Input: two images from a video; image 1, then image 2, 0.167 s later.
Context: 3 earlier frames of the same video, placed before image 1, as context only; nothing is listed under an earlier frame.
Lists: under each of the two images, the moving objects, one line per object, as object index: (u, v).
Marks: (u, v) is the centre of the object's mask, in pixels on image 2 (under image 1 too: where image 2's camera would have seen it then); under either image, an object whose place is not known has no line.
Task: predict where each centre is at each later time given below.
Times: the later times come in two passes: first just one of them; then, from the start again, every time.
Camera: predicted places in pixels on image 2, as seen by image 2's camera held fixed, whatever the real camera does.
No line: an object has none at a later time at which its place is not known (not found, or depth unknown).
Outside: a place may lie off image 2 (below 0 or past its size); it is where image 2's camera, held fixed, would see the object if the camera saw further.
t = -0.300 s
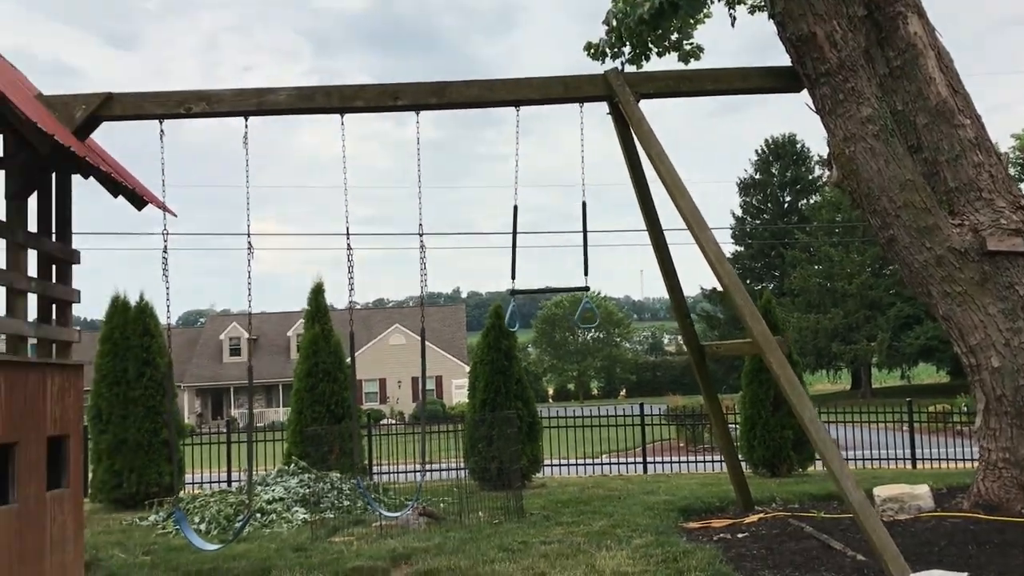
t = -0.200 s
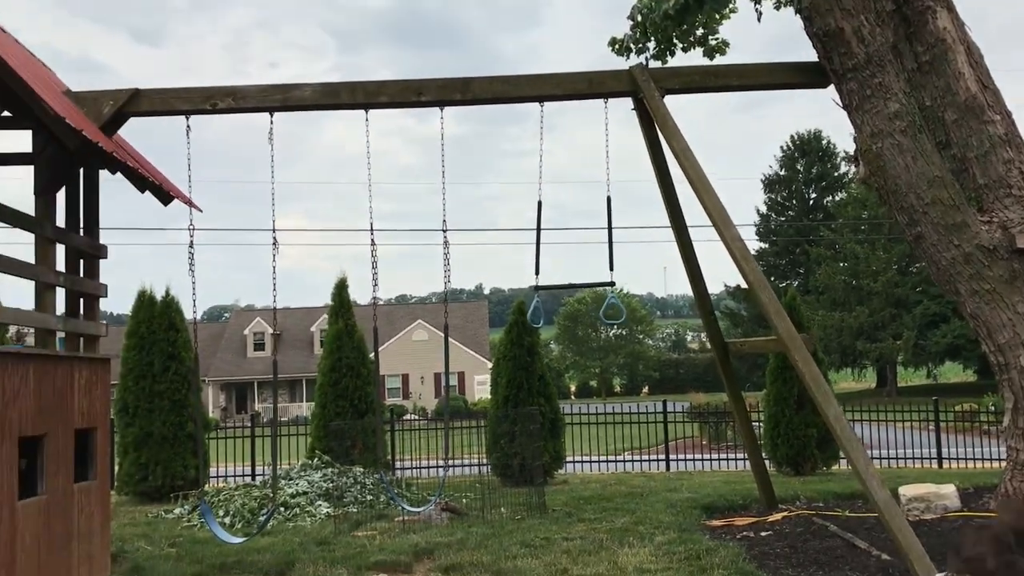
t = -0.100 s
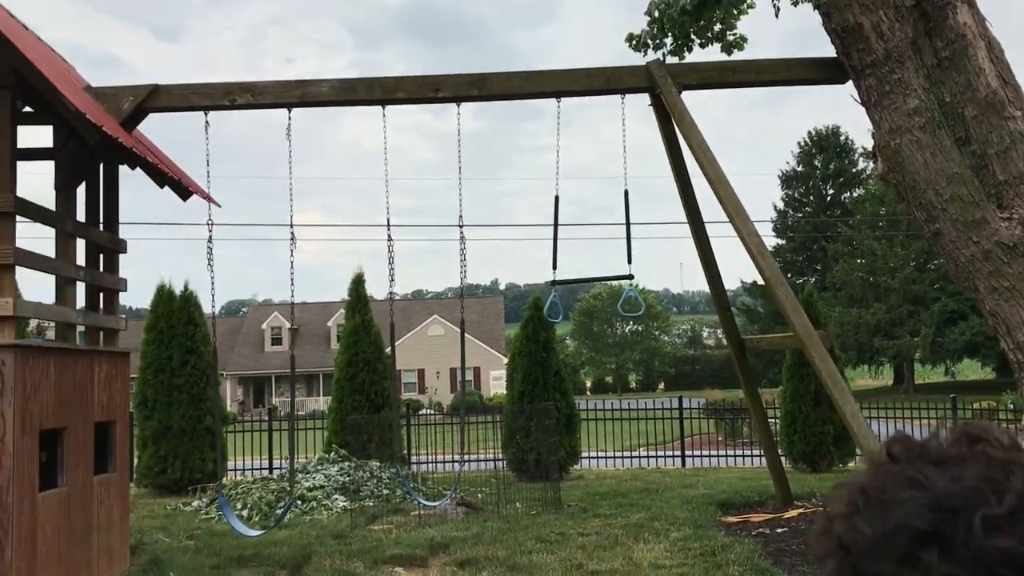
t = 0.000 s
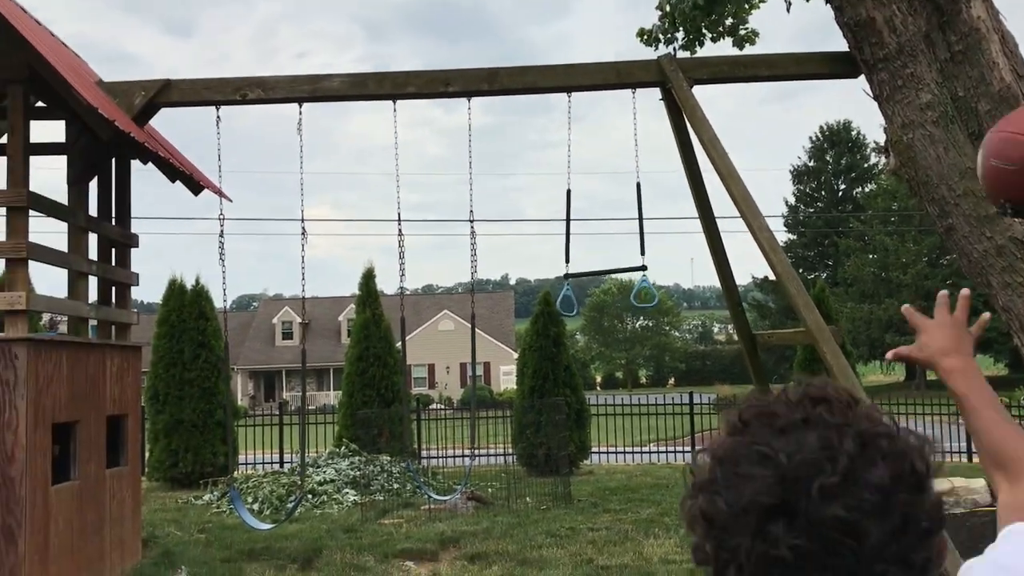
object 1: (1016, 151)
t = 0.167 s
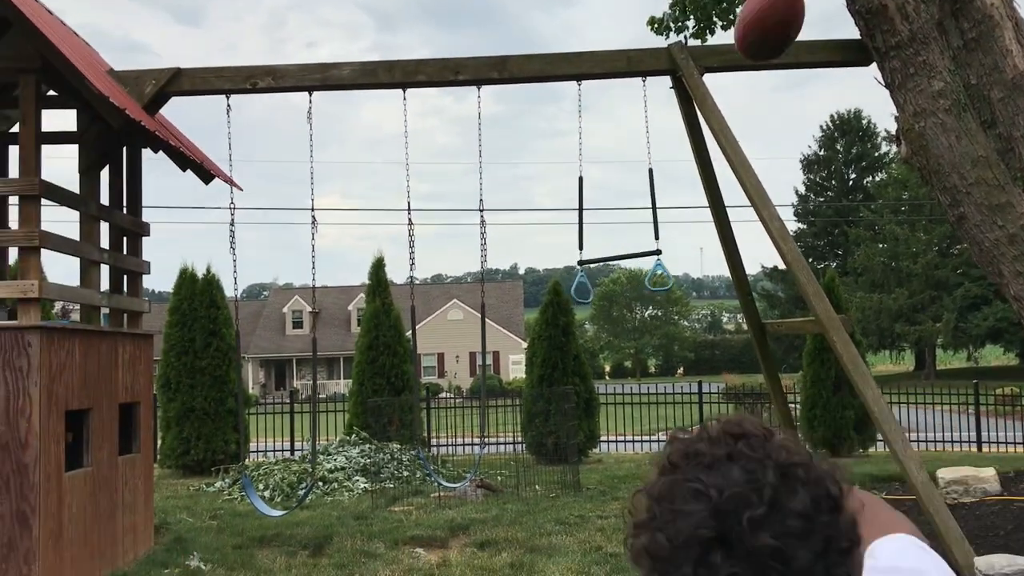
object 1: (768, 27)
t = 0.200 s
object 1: (743, 26)
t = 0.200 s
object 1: (743, 26)
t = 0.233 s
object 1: (723, 29)
